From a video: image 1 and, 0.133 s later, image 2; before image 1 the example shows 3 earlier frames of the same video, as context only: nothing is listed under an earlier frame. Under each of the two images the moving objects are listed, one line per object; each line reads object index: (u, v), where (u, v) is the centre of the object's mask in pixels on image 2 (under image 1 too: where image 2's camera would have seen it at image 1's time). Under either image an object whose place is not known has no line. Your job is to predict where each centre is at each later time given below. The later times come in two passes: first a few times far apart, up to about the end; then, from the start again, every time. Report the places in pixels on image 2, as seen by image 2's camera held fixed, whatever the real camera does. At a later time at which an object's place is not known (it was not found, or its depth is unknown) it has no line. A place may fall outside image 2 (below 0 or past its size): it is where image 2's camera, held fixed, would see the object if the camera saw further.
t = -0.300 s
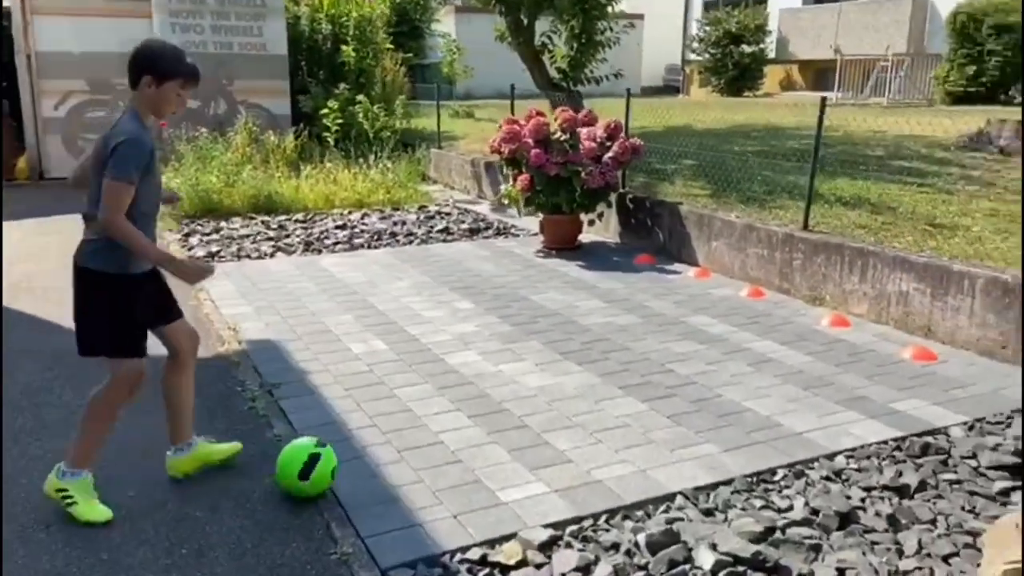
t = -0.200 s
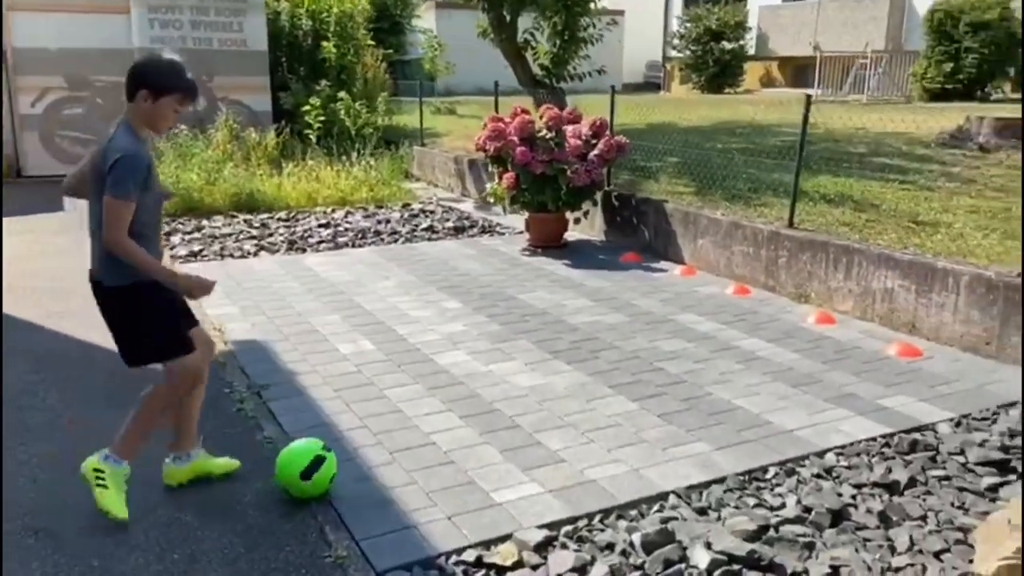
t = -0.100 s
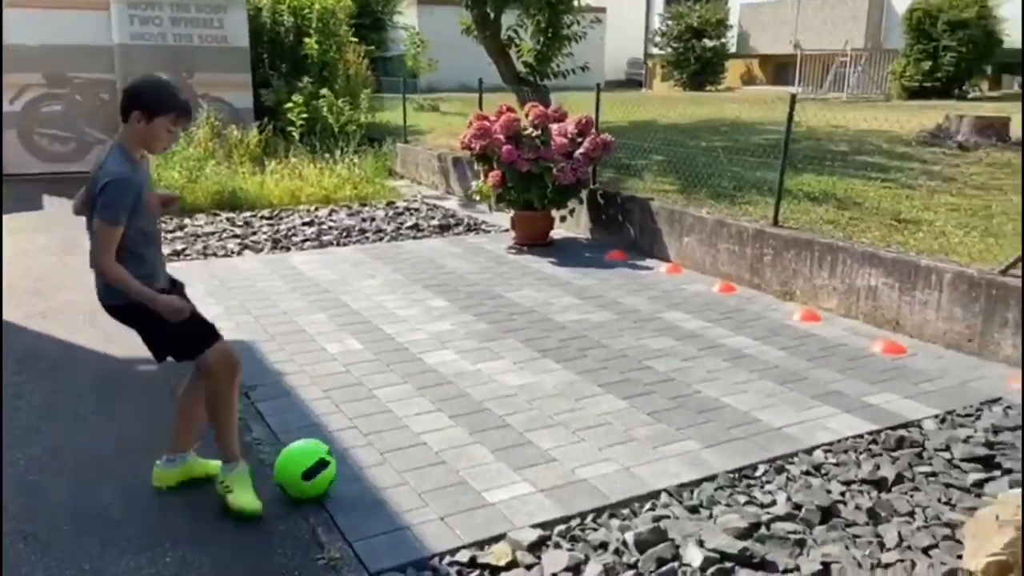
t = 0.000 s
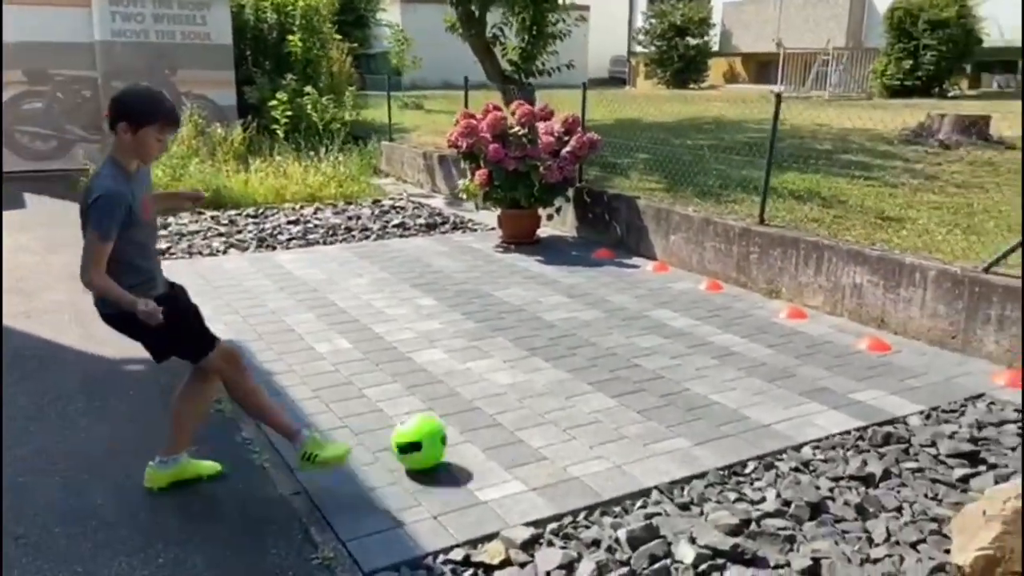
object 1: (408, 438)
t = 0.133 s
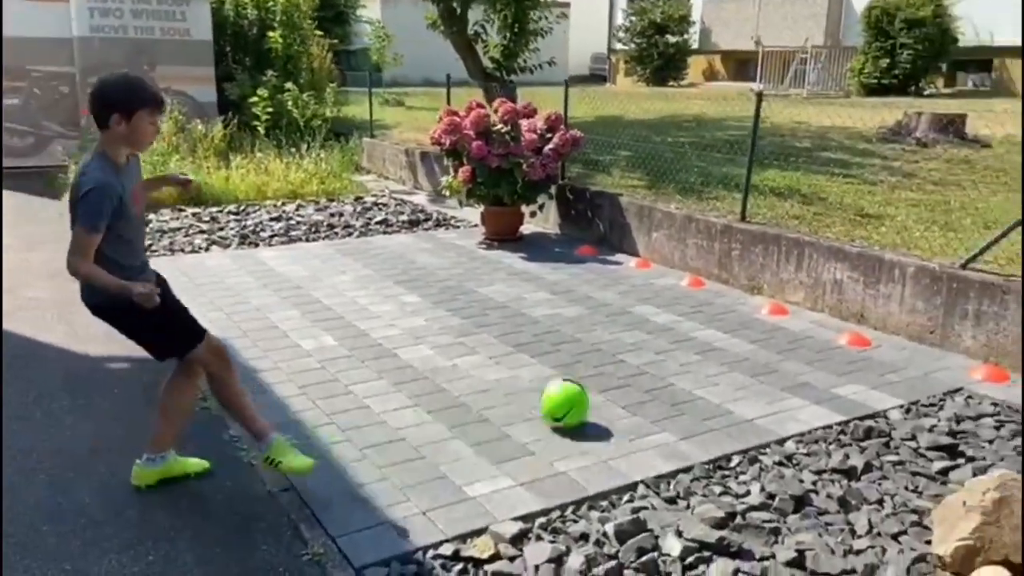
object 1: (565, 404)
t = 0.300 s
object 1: (694, 371)
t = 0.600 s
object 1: (858, 336)
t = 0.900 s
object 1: (854, 318)
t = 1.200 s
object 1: (781, 349)
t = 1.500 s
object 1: (740, 371)
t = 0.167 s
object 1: (596, 396)
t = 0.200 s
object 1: (624, 389)
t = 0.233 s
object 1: (649, 383)
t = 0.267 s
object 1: (672, 375)
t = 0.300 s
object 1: (694, 371)
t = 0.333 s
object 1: (716, 368)
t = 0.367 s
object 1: (737, 362)
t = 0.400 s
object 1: (755, 356)
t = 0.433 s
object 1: (773, 353)
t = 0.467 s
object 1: (790, 352)
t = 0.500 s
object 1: (809, 347)
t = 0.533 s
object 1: (826, 344)
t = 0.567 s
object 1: (842, 341)
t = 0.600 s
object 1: (858, 336)
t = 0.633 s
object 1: (874, 333)
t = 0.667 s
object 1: (889, 330)
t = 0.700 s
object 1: (906, 326)
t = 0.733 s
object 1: (907, 320)
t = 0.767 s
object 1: (896, 315)
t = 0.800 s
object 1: (885, 312)
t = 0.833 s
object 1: (875, 312)
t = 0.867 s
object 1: (865, 313)
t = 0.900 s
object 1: (854, 318)
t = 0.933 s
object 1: (843, 322)
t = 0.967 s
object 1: (830, 331)
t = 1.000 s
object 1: (818, 342)
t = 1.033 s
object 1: (806, 356)
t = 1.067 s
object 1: (795, 362)
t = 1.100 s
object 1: (792, 356)
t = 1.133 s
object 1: (789, 352)
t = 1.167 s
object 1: (786, 349)
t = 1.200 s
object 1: (781, 349)
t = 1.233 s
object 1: (778, 350)
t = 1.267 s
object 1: (774, 353)
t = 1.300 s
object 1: (769, 360)
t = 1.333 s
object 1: (765, 369)
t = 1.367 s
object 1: (760, 376)
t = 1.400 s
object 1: (756, 373)
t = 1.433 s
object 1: (751, 370)
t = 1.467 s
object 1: (745, 370)
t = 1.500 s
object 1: (740, 371)
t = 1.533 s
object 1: (734, 375)
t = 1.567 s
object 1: (727, 383)
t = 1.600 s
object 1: (721, 392)
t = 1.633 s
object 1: (715, 390)
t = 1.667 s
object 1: (710, 390)
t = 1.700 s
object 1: (704, 391)
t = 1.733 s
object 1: (697, 393)
